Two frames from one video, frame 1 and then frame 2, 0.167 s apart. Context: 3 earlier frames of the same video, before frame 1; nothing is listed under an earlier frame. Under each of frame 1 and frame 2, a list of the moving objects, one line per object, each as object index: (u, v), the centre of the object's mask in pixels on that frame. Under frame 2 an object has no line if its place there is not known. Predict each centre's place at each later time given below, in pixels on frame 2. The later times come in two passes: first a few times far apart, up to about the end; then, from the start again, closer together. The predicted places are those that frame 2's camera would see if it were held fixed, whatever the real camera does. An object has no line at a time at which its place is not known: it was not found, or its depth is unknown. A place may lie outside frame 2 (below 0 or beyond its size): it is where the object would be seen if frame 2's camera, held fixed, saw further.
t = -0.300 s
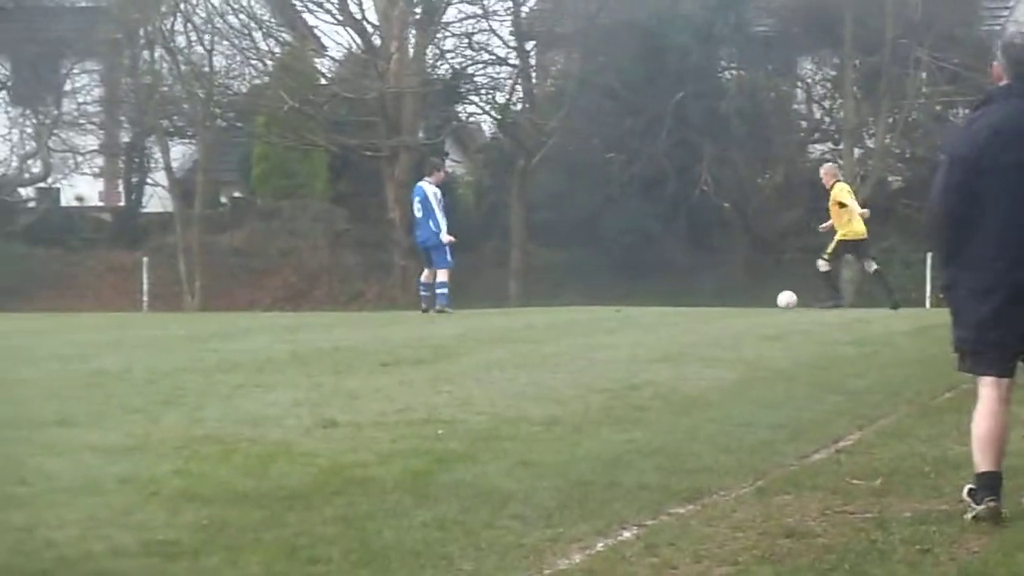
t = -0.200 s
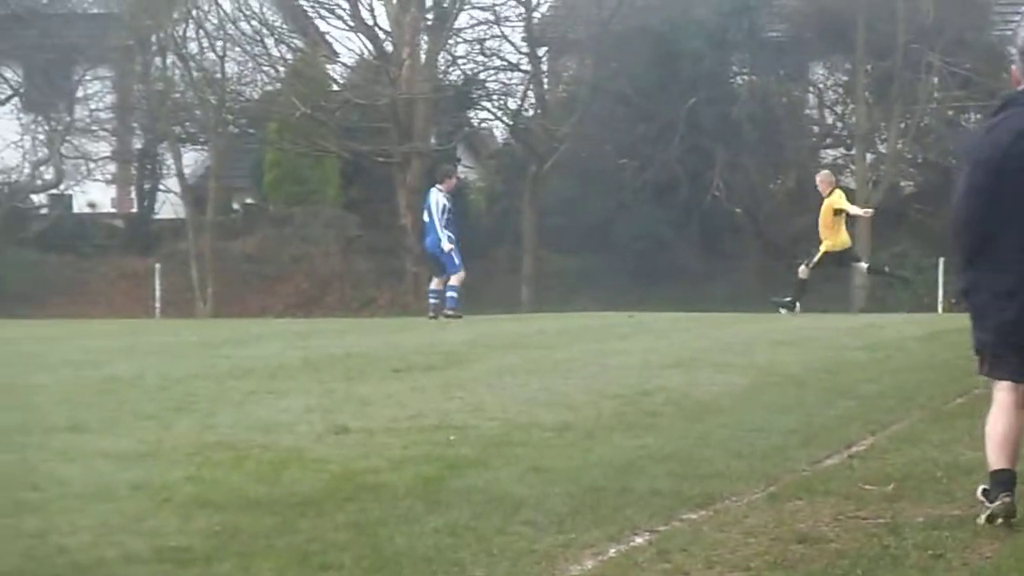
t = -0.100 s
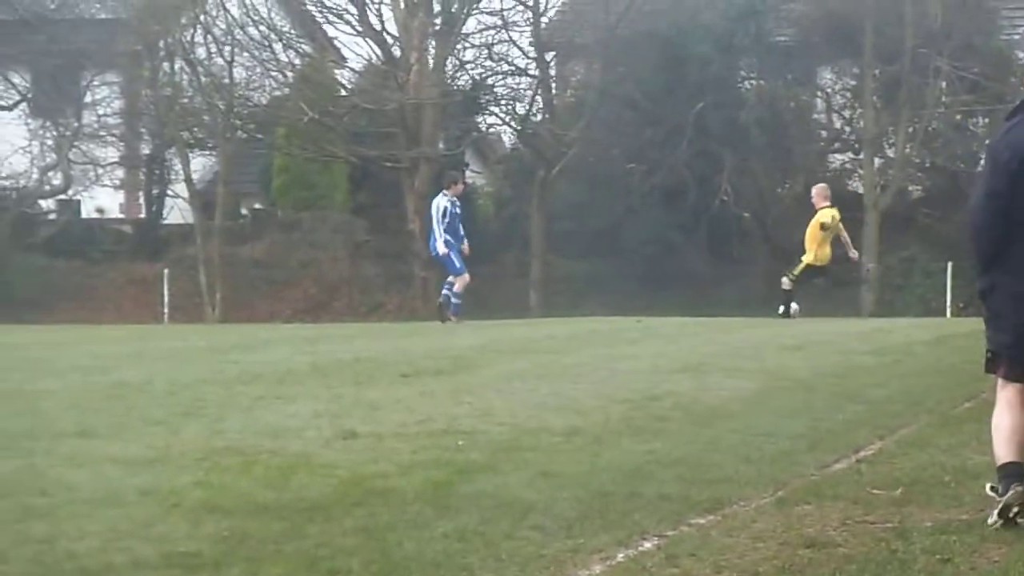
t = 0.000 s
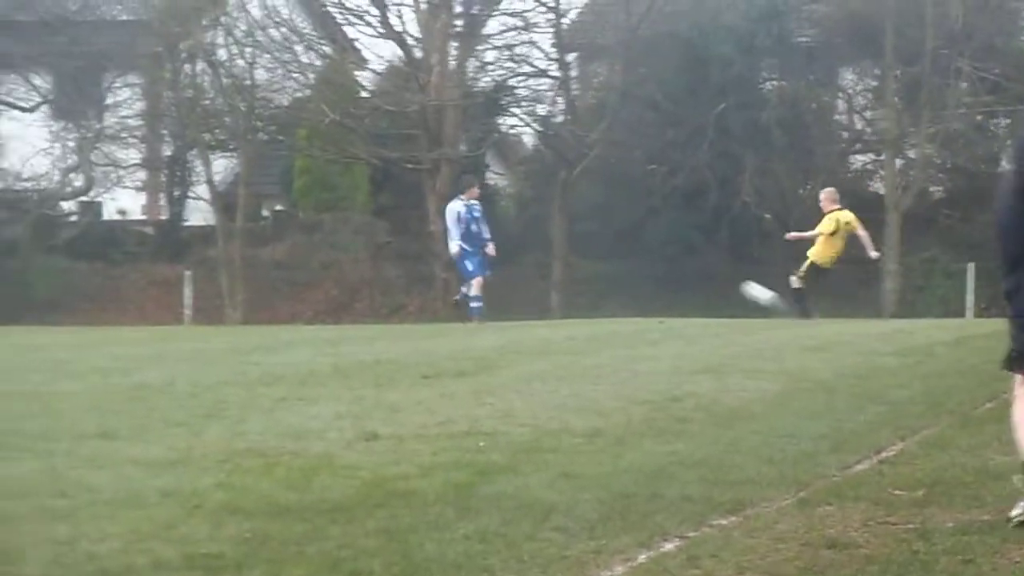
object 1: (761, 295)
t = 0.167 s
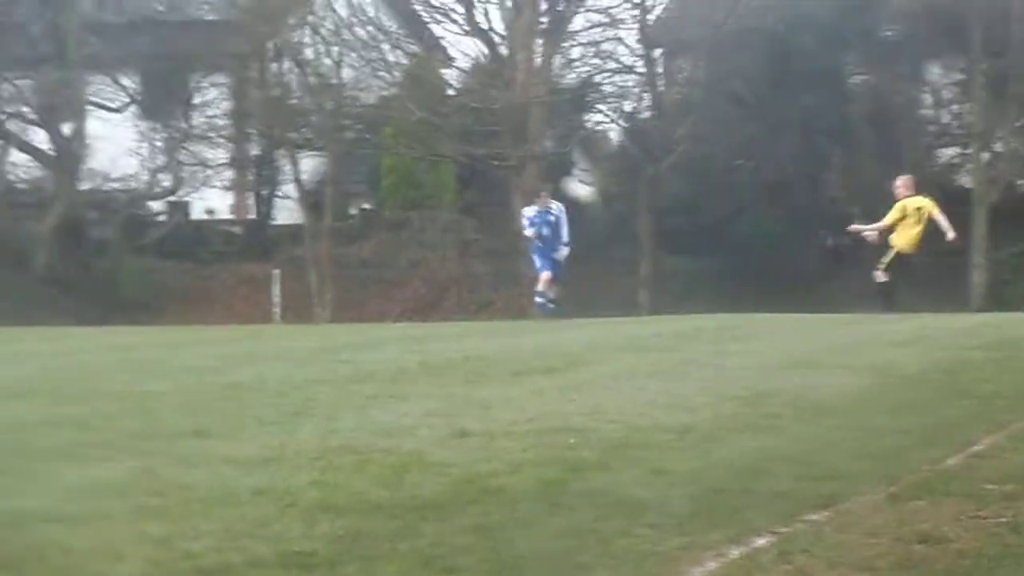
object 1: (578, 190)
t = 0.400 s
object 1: (240, 76)
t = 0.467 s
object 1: (150, 50)
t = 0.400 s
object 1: (240, 76)
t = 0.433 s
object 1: (196, 62)
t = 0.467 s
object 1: (150, 50)
